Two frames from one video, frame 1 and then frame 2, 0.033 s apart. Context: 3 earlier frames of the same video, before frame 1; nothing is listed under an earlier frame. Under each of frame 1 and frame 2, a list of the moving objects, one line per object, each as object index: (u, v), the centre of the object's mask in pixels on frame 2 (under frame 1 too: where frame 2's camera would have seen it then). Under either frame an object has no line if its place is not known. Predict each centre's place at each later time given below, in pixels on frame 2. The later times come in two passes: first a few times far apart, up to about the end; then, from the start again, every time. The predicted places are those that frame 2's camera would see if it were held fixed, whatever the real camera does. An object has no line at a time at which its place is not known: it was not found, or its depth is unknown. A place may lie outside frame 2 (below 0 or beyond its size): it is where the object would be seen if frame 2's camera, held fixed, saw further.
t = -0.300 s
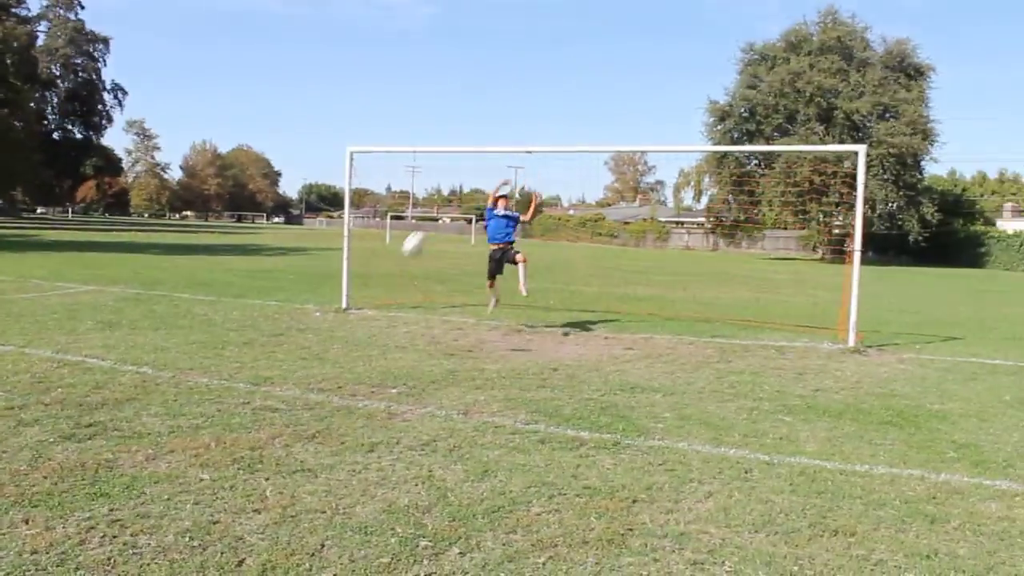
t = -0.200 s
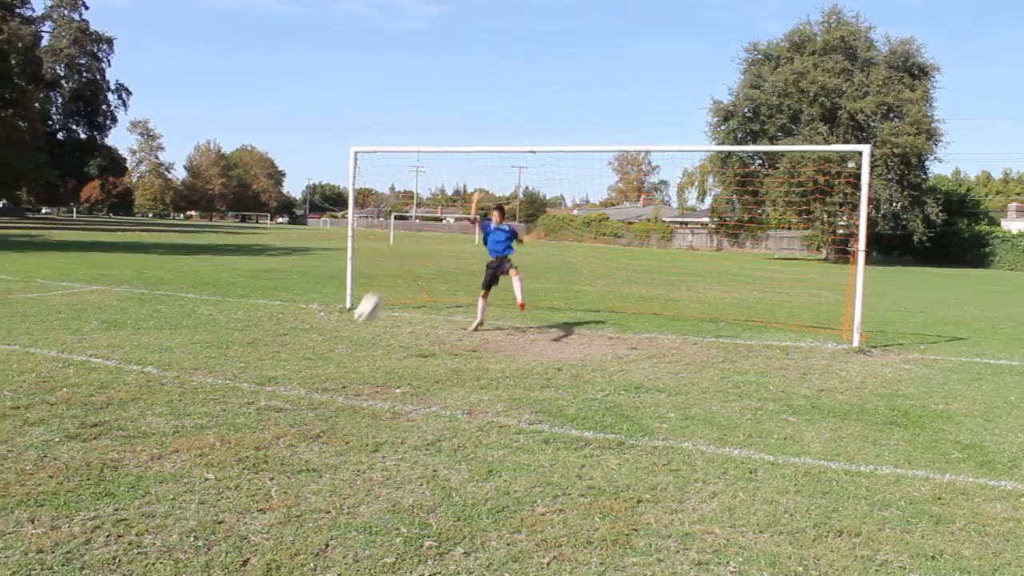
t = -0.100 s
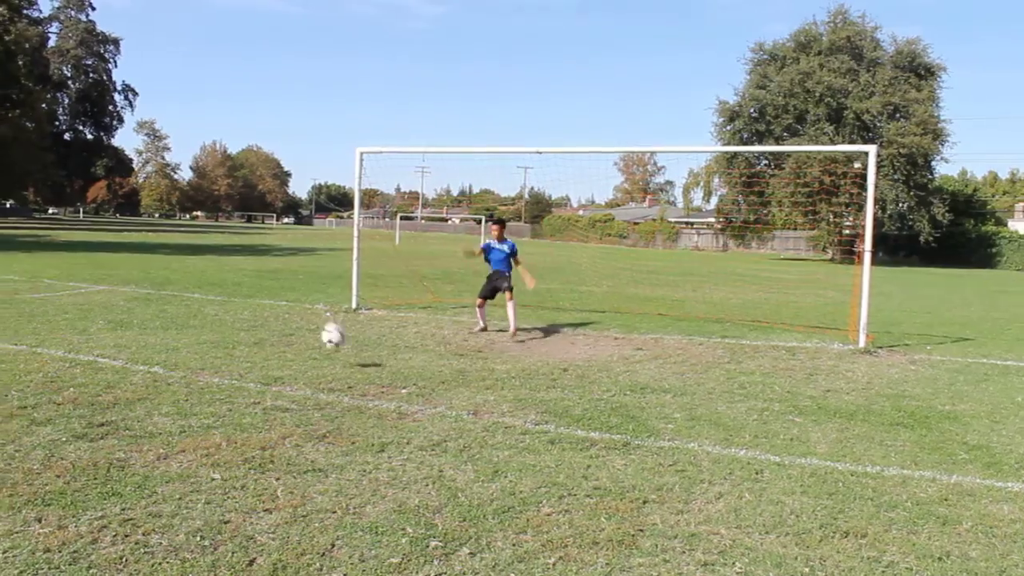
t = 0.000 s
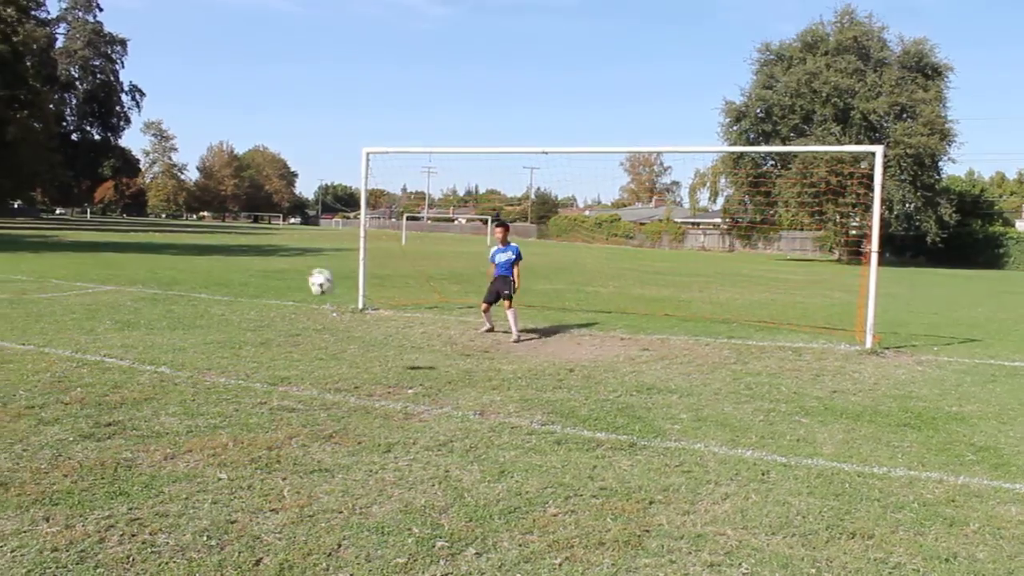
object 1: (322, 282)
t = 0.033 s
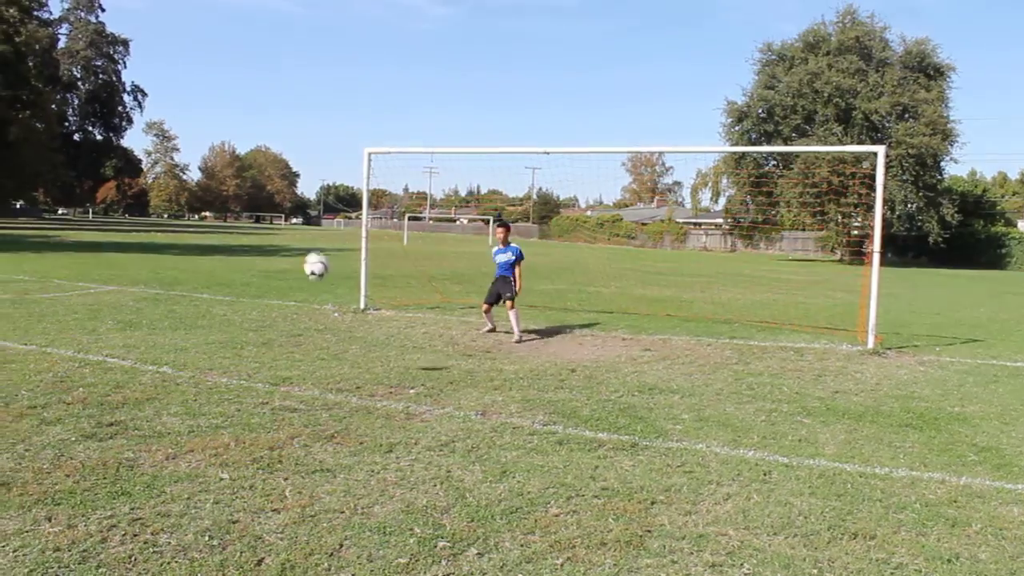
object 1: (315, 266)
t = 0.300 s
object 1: (254, 168)
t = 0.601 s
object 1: (160, 154)
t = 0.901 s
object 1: (35, 311)
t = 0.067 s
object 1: (309, 250)
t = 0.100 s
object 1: (301, 234)
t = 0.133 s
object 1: (295, 221)
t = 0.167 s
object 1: (288, 208)
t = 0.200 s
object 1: (280, 198)
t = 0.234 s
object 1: (272, 186)
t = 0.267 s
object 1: (263, 176)
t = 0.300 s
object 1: (254, 168)
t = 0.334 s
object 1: (244, 160)
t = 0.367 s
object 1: (235, 153)
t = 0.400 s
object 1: (226, 149)
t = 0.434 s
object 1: (218, 146)
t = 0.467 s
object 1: (206, 144)
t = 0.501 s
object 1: (196, 144)
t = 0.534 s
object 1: (184, 145)
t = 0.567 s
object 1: (172, 148)
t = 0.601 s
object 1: (160, 154)
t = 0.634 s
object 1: (147, 160)
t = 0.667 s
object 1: (134, 171)
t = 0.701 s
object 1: (121, 183)
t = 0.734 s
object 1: (108, 196)
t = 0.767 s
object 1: (93, 212)
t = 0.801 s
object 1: (78, 233)
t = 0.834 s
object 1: (63, 256)
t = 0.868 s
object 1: (48, 281)
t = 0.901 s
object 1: (35, 311)
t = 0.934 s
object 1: (29, 340)
